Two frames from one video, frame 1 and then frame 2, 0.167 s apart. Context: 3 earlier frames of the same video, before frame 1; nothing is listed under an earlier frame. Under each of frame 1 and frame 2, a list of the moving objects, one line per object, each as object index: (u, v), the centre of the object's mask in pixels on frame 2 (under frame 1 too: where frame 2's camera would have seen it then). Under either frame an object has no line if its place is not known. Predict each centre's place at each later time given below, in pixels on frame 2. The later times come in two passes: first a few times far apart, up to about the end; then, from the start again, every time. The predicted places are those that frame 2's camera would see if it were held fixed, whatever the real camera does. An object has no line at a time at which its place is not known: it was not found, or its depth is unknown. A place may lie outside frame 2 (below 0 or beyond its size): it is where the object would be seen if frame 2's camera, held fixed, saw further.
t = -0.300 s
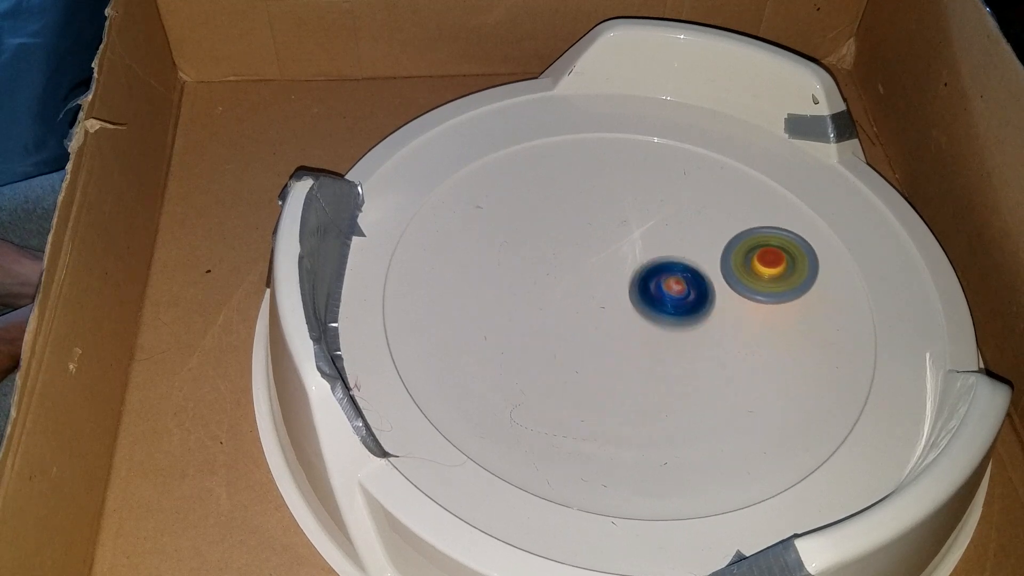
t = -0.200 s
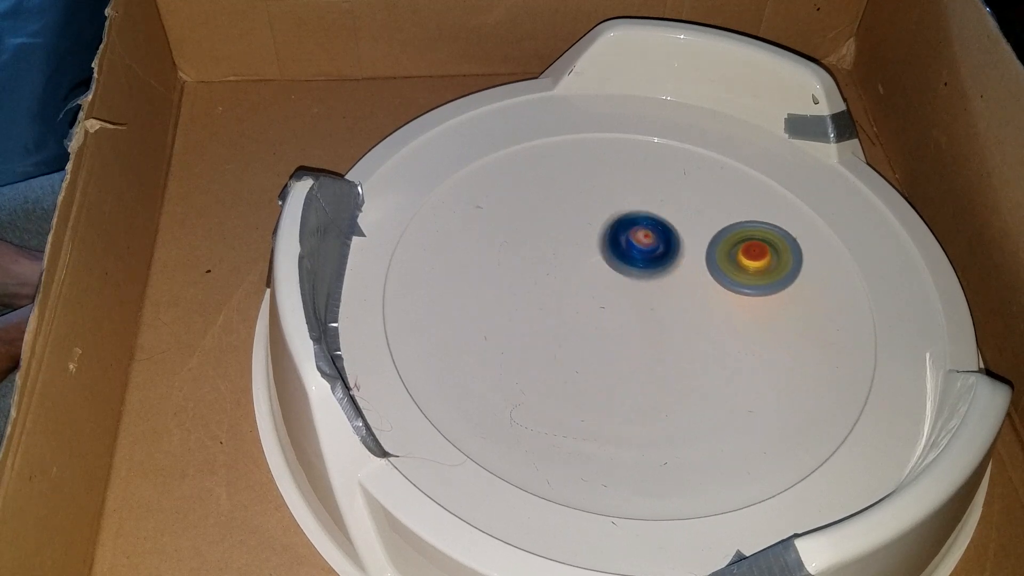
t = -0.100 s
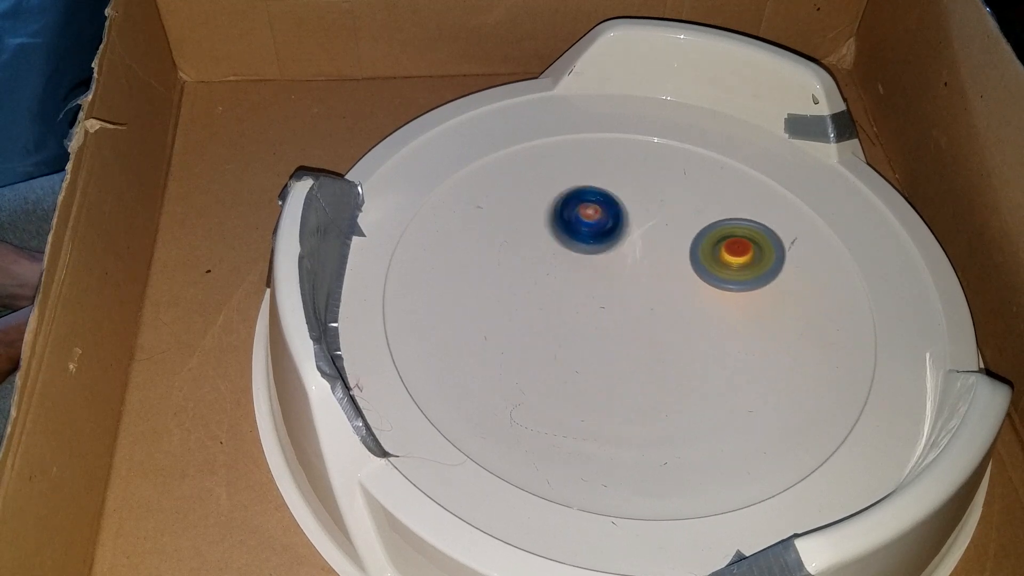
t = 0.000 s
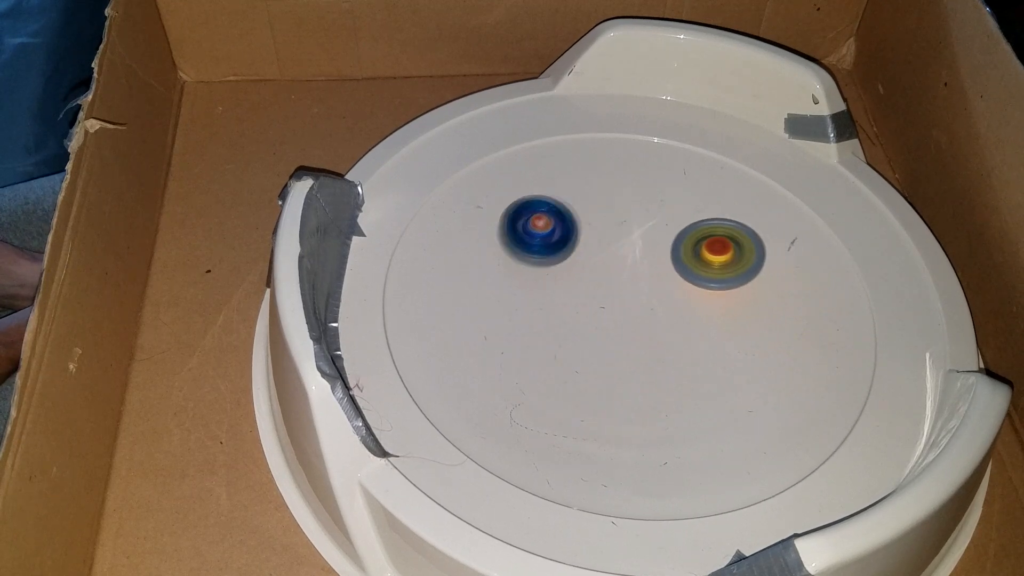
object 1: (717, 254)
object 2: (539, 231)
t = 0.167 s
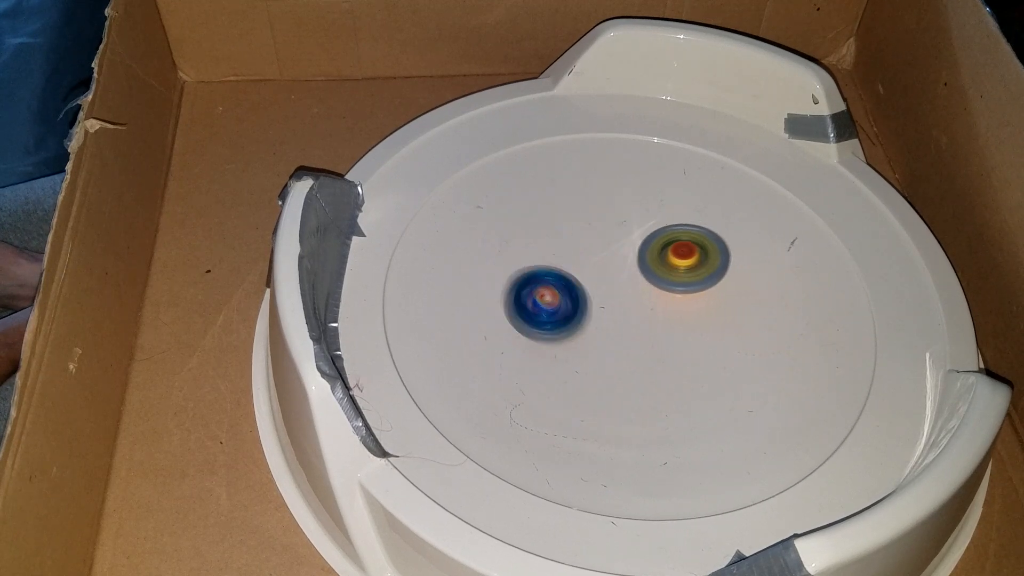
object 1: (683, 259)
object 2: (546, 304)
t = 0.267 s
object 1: (662, 264)
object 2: (609, 333)
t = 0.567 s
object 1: (639, 217)
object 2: (720, 291)
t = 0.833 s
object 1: (570, 217)
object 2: (640, 262)
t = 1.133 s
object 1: (539, 239)
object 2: (622, 358)
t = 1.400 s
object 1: (544, 264)
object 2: (694, 345)
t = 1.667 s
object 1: (552, 274)
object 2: (633, 277)
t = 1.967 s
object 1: (528, 252)
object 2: (529, 362)
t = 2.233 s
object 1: (581, 289)
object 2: (549, 378)
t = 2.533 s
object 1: (614, 245)
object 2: (613, 326)
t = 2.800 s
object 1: (646, 189)
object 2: (643, 335)
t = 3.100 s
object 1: (674, 205)
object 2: (651, 299)
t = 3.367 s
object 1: (715, 226)
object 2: (596, 309)
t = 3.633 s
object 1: (698, 271)
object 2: (603, 352)
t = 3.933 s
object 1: (674, 289)
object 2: (624, 352)
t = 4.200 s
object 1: (654, 276)
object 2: (598, 346)
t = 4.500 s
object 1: (621, 255)
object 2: (585, 317)
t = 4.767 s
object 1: (635, 220)
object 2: (593, 284)
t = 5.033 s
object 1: (682, 206)
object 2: (600, 253)
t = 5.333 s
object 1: (708, 223)
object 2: (643, 273)
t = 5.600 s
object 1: (727, 271)
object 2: (630, 308)
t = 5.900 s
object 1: (696, 356)
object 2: (623, 383)
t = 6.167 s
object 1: (747, 396)
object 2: (580, 386)
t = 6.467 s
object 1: (667, 362)
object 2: (601, 385)
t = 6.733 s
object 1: (583, 297)
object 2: (592, 379)
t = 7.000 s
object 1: (566, 288)
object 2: (600, 382)
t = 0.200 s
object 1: (676, 260)
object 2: (564, 317)
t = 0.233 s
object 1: (669, 262)
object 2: (585, 327)
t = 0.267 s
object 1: (662, 264)
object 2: (609, 333)
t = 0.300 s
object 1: (656, 266)
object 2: (632, 335)
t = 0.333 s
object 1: (660, 250)
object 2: (649, 339)
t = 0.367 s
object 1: (664, 237)
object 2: (664, 343)
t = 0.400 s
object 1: (665, 227)
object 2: (680, 340)
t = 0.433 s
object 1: (662, 219)
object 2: (694, 334)
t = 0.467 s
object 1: (656, 216)
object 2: (707, 326)
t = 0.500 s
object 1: (650, 215)
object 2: (716, 315)
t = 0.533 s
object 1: (644, 216)
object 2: (720, 303)
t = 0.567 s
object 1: (639, 217)
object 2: (720, 291)
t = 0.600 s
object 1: (633, 218)
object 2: (716, 280)
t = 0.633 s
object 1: (628, 219)
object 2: (709, 270)
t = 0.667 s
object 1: (623, 220)
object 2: (698, 262)
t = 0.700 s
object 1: (610, 216)
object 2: (691, 258)
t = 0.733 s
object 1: (597, 214)
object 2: (680, 256)
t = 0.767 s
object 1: (588, 216)
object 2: (666, 255)
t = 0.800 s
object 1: (579, 217)
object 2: (652, 257)
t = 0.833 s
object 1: (570, 217)
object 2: (640, 262)
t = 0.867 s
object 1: (563, 219)
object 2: (628, 269)
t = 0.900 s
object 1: (557, 221)
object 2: (616, 277)
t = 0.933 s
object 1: (553, 223)
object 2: (607, 288)
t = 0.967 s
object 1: (549, 225)
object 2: (600, 300)
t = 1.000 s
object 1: (546, 228)
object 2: (598, 313)
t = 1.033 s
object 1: (544, 230)
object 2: (599, 326)
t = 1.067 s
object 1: (542, 233)
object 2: (604, 338)
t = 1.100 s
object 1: (540, 236)
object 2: (612, 349)
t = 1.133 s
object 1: (539, 239)
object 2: (622, 358)
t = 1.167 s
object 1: (539, 241)
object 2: (634, 365)
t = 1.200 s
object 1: (539, 244)
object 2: (646, 369)
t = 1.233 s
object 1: (539, 247)
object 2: (659, 370)
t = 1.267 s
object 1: (540, 250)
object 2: (670, 368)
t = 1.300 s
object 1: (540, 254)
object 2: (679, 365)
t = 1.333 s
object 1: (541, 257)
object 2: (686, 360)
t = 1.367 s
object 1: (542, 261)
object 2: (691, 353)
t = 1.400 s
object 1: (544, 264)
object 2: (694, 345)
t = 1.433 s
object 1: (547, 268)
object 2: (695, 336)
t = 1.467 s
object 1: (550, 272)
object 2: (693, 326)
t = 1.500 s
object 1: (553, 276)
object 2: (688, 316)
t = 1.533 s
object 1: (557, 279)
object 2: (680, 306)
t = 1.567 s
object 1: (561, 283)
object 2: (670, 297)
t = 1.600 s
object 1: (565, 286)
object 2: (659, 290)
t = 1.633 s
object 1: (563, 280)
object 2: (648, 282)
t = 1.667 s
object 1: (552, 274)
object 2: (633, 277)
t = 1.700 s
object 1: (537, 265)
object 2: (615, 286)
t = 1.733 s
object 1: (520, 260)
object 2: (605, 300)
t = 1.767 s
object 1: (509, 248)
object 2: (594, 315)
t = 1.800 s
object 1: (501, 243)
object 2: (581, 329)
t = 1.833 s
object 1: (497, 245)
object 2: (571, 337)
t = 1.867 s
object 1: (503, 243)
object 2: (560, 343)
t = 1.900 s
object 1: (510, 244)
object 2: (549, 349)
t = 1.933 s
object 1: (519, 248)
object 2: (538, 355)
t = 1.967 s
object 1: (528, 252)
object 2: (529, 362)
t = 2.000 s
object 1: (537, 257)
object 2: (522, 369)
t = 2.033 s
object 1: (546, 263)
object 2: (519, 375)
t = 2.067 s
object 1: (554, 268)
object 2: (519, 379)
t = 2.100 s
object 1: (563, 274)
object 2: (522, 382)
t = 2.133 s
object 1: (570, 279)
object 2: (527, 384)
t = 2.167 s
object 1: (575, 283)
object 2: (532, 384)
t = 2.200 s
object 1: (578, 286)
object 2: (540, 382)
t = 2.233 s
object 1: (581, 289)
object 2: (549, 378)
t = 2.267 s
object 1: (583, 289)
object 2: (559, 372)
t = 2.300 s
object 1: (584, 289)
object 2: (568, 365)
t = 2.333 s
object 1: (587, 284)
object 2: (575, 359)
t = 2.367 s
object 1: (593, 275)
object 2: (583, 355)
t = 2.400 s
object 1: (597, 270)
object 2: (590, 347)
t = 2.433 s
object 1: (600, 267)
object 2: (596, 340)
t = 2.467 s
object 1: (606, 256)
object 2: (602, 338)
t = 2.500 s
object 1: (611, 249)
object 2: (608, 333)
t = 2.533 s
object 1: (614, 245)
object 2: (613, 326)
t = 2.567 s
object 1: (617, 243)
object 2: (616, 319)
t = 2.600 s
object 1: (622, 228)
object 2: (618, 324)
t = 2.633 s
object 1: (628, 210)
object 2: (620, 333)
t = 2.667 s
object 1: (634, 198)
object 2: (624, 336)
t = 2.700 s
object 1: (638, 193)
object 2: (630, 338)
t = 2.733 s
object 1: (641, 191)
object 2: (634, 337)
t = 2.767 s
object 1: (644, 189)
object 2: (638, 336)
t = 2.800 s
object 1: (646, 189)
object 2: (643, 335)
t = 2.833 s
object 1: (649, 189)
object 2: (646, 332)
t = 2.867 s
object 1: (651, 189)
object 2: (650, 330)
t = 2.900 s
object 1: (654, 190)
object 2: (653, 326)
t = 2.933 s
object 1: (658, 191)
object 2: (654, 322)
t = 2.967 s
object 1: (661, 193)
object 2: (655, 318)
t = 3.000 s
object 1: (664, 195)
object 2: (656, 312)
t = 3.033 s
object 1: (667, 198)
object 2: (655, 308)
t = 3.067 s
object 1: (671, 201)
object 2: (653, 303)
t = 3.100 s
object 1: (674, 205)
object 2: (651, 299)
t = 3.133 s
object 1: (677, 209)
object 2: (648, 295)
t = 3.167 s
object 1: (679, 214)
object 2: (644, 291)
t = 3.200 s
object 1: (682, 218)
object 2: (640, 288)
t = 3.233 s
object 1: (684, 223)
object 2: (637, 286)
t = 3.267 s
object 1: (691, 223)
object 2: (624, 290)
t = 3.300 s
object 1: (704, 220)
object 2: (611, 297)
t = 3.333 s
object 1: (712, 221)
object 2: (603, 303)
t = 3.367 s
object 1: (715, 226)
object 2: (596, 309)
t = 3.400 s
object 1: (715, 231)
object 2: (591, 316)
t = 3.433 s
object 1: (714, 237)
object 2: (587, 323)
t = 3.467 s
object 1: (713, 243)
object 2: (585, 331)
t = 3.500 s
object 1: (711, 249)
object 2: (587, 337)
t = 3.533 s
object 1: (708, 254)
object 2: (589, 343)
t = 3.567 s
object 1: (705, 260)
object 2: (593, 348)
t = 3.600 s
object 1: (702, 266)
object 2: (598, 350)
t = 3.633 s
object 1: (698, 271)
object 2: (603, 352)
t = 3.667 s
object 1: (694, 277)
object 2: (609, 353)
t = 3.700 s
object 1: (690, 282)
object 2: (614, 352)
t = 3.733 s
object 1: (685, 287)
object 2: (620, 352)
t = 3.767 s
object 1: (680, 292)
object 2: (625, 349)
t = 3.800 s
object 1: (684, 288)
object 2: (622, 353)
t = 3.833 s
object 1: (686, 284)
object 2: (622, 355)
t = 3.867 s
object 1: (685, 285)
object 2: (622, 354)
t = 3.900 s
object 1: (680, 287)
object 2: (623, 354)
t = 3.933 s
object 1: (674, 289)
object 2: (624, 352)
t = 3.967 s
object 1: (667, 292)
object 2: (625, 351)
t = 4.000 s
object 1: (662, 291)
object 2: (625, 349)
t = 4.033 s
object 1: (660, 291)
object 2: (623, 348)
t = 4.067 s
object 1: (665, 284)
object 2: (613, 350)
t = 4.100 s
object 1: (667, 279)
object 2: (607, 350)
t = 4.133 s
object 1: (665, 277)
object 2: (603, 350)
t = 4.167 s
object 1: (660, 277)
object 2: (600, 348)
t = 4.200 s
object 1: (654, 276)
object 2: (598, 346)
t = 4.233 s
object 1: (648, 274)
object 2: (595, 344)
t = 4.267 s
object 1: (642, 273)
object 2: (595, 340)
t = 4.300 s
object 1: (637, 271)
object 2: (594, 336)
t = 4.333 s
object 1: (632, 270)
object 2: (593, 332)
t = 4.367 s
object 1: (627, 268)
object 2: (592, 328)
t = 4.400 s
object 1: (623, 265)
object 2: (592, 323)
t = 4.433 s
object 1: (624, 260)
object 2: (588, 321)
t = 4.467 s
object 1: (623, 257)
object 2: (586, 319)
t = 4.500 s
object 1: (621, 255)
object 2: (585, 317)
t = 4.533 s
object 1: (618, 253)
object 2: (586, 314)
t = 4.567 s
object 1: (616, 249)
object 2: (586, 310)
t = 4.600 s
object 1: (622, 243)
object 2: (583, 309)
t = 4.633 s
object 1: (628, 235)
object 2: (584, 305)
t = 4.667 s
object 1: (632, 229)
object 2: (585, 300)
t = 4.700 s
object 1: (635, 226)
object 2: (588, 295)
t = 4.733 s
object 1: (635, 223)
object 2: (589, 289)
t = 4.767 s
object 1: (635, 220)
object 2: (593, 284)
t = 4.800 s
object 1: (635, 218)
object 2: (594, 279)
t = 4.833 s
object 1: (645, 211)
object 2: (592, 274)
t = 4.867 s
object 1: (657, 206)
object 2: (591, 269)
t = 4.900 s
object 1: (667, 202)
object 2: (591, 265)
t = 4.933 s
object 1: (674, 202)
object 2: (593, 260)
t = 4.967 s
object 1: (678, 203)
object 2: (595, 257)
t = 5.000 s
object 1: (680, 204)
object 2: (597, 255)
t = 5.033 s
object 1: (682, 206)
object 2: (600, 253)
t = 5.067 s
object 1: (684, 207)
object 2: (603, 252)
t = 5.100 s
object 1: (686, 209)
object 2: (606, 252)
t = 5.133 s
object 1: (689, 210)
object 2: (610, 254)
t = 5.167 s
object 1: (692, 211)
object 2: (614, 255)
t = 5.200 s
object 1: (696, 212)
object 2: (620, 257)
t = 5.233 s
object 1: (699, 214)
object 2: (626, 261)
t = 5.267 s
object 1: (702, 217)
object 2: (631, 264)
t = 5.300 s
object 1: (705, 220)
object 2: (638, 268)
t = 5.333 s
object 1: (708, 223)
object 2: (643, 273)
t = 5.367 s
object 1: (710, 227)
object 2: (648, 277)
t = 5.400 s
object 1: (711, 231)
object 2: (654, 282)
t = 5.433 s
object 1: (712, 235)
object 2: (657, 288)
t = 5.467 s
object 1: (713, 239)
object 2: (660, 291)
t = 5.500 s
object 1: (714, 245)
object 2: (657, 297)
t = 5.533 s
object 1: (716, 250)
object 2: (649, 301)
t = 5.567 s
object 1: (716, 262)
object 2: (645, 304)
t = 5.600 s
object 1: (727, 271)
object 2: (630, 308)
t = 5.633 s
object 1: (736, 283)
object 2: (617, 313)
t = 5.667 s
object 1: (739, 293)
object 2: (606, 320)
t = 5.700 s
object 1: (738, 305)
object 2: (598, 331)
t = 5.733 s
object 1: (734, 316)
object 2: (595, 341)
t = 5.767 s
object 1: (727, 325)
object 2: (597, 352)
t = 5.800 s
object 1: (718, 335)
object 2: (604, 364)
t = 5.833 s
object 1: (708, 340)
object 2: (613, 373)
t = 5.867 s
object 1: (699, 349)
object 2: (622, 381)
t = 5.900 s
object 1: (696, 356)
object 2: (623, 383)
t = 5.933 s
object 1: (700, 359)
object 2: (609, 389)
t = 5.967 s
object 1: (717, 371)
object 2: (589, 389)
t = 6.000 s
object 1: (733, 371)
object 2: (576, 390)
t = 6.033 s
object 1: (745, 387)
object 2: (571, 391)
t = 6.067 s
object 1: (752, 389)
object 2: (572, 392)
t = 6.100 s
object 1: (753, 393)
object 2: (574, 391)
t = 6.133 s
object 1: (751, 395)
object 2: (575, 388)
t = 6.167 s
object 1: (747, 396)
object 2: (580, 386)
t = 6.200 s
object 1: (742, 396)
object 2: (586, 384)
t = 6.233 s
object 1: (737, 396)
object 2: (593, 384)
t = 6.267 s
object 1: (731, 395)
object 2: (599, 385)
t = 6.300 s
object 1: (724, 393)
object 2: (604, 387)
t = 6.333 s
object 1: (716, 389)
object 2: (607, 388)
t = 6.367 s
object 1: (703, 384)
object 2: (607, 388)
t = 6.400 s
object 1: (691, 378)
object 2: (605, 387)
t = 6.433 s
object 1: (679, 369)
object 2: (602, 385)
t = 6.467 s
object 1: (667, 362)
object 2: (601, 385)
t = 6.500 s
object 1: (659, 353)
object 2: (600, 384)
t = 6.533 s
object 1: (651, 341)
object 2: (599, 383)
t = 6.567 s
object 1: (638, 331)
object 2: (598, 382)
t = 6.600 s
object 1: (626, 325)
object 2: (596, 382)
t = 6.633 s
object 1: (611, 318)
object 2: (594, 381)
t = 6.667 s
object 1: (600, 309)
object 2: (592, 380)
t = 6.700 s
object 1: (590, 304)
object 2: (591, 379)
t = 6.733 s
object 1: (583, 297)
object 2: (592, 379)
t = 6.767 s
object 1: (576, 293)
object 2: (593, 380)
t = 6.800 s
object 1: (572, 291)
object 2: (595, 380)
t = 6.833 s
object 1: (569, 289)
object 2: (597, 381)
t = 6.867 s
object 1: (567, 289)
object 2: (598, 381)
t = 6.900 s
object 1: (566, 289)
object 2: (599, 382)
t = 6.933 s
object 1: (566, 289)
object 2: (599, 382)
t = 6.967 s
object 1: (566, 289)
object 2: (600, 382)
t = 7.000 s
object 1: (566, 288)
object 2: (600, 382)
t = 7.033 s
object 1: (566, 288)
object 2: (600, 382)
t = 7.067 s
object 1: (566, 288)
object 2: (600, 382)
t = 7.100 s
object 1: (566, 289)
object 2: (600, 382)
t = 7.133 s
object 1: (566, 289)
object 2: (600, 382)
